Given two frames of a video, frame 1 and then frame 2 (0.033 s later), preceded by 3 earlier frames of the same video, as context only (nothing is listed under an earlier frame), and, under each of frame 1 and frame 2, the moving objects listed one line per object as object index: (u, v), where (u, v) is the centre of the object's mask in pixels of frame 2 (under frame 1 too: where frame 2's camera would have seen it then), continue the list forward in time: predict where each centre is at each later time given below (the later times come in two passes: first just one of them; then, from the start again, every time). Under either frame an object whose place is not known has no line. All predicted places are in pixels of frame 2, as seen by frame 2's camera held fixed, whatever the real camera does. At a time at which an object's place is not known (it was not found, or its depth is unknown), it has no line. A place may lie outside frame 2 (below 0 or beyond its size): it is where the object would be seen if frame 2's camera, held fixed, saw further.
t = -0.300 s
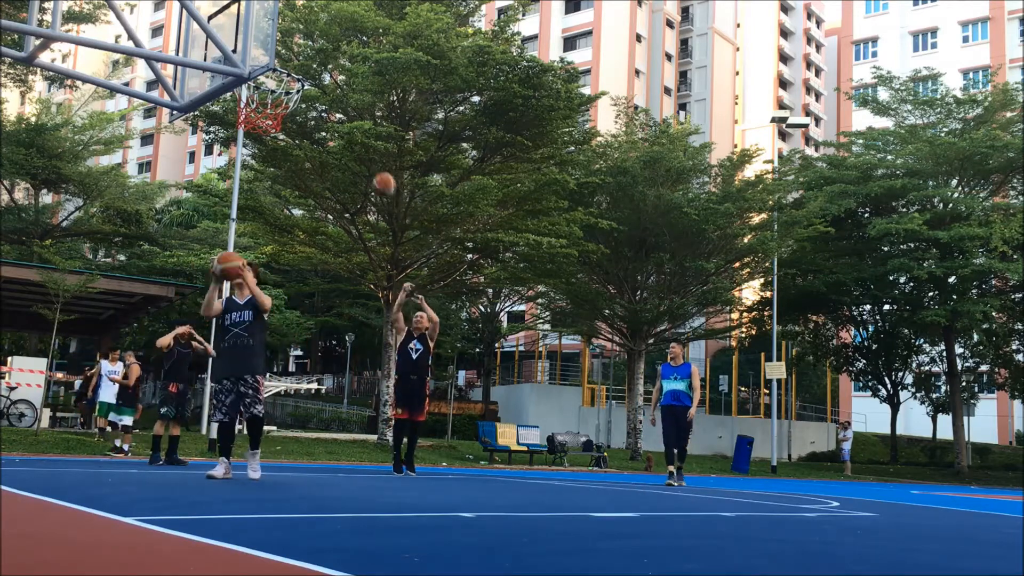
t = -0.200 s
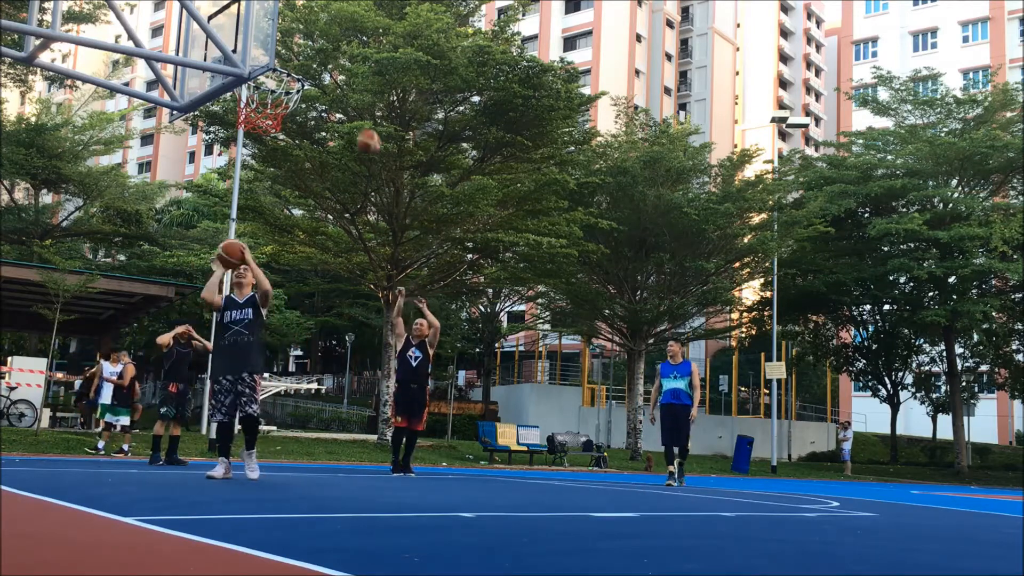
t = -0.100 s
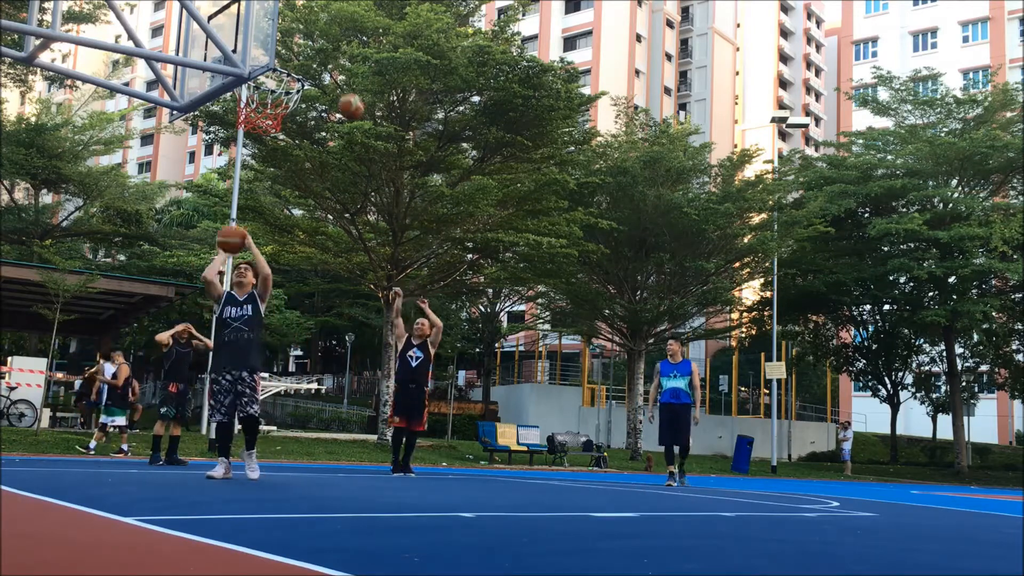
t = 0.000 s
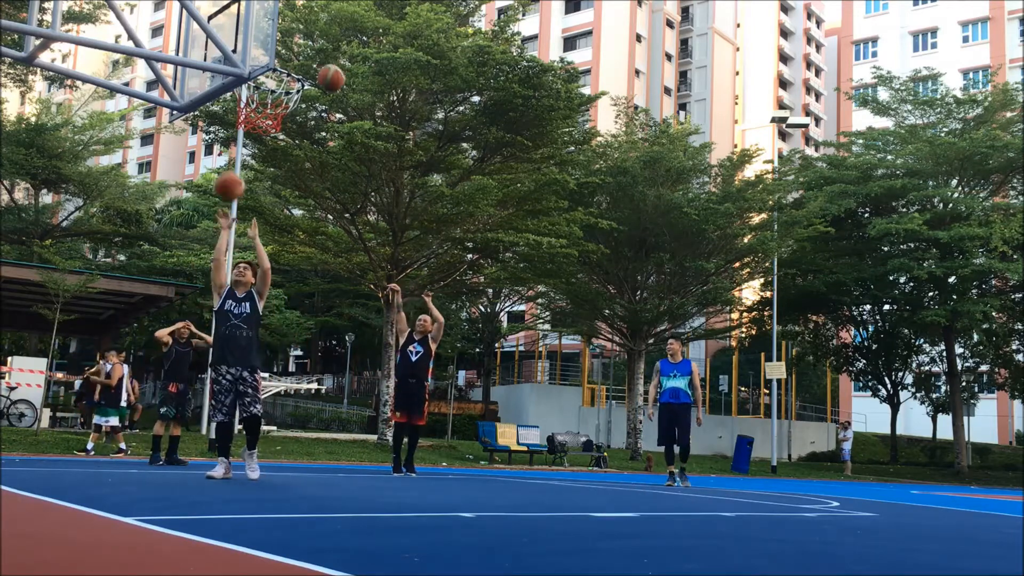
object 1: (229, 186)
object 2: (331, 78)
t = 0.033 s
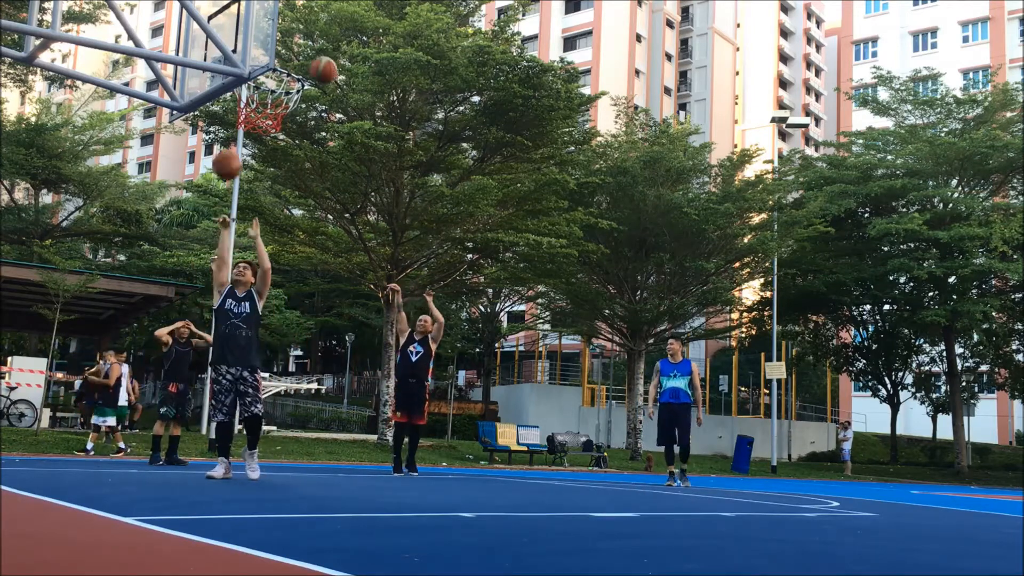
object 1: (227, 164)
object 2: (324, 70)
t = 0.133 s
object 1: (224, 108)
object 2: (301, 52)
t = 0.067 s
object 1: (226, 143)
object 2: (317, 63)
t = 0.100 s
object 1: (224, 123)
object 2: (309, 56)
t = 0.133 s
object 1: (224, 108)
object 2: (301, 52)
